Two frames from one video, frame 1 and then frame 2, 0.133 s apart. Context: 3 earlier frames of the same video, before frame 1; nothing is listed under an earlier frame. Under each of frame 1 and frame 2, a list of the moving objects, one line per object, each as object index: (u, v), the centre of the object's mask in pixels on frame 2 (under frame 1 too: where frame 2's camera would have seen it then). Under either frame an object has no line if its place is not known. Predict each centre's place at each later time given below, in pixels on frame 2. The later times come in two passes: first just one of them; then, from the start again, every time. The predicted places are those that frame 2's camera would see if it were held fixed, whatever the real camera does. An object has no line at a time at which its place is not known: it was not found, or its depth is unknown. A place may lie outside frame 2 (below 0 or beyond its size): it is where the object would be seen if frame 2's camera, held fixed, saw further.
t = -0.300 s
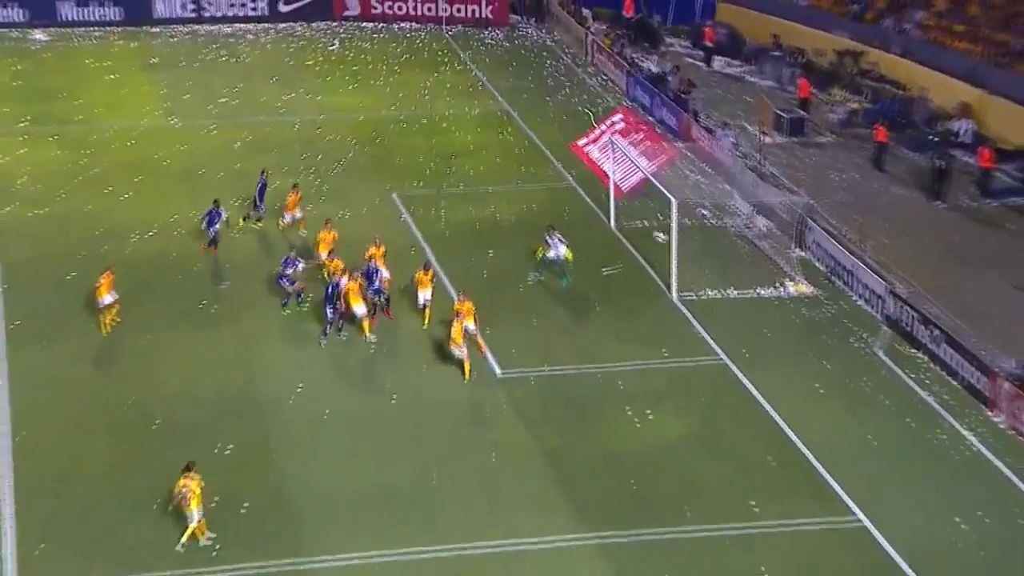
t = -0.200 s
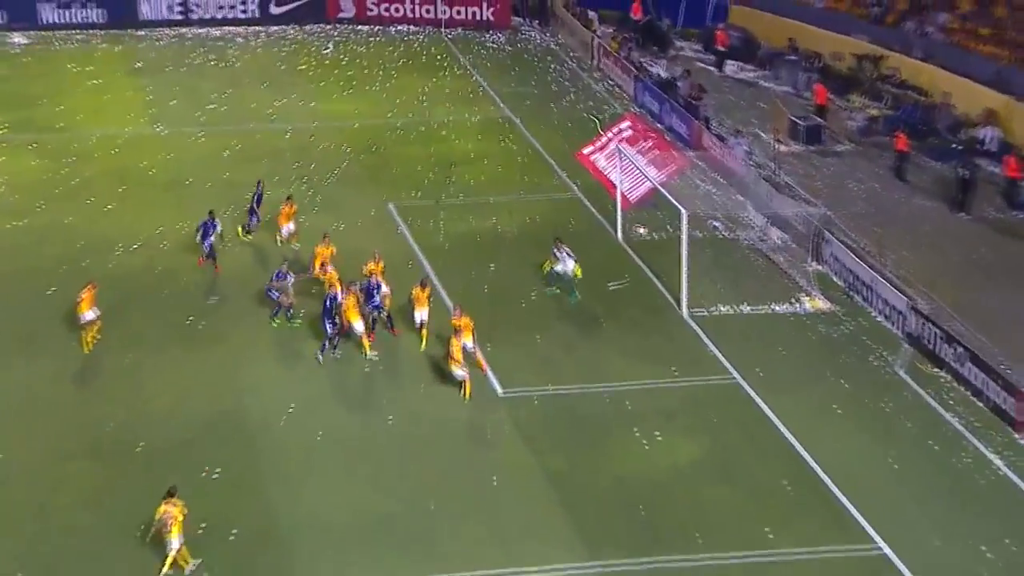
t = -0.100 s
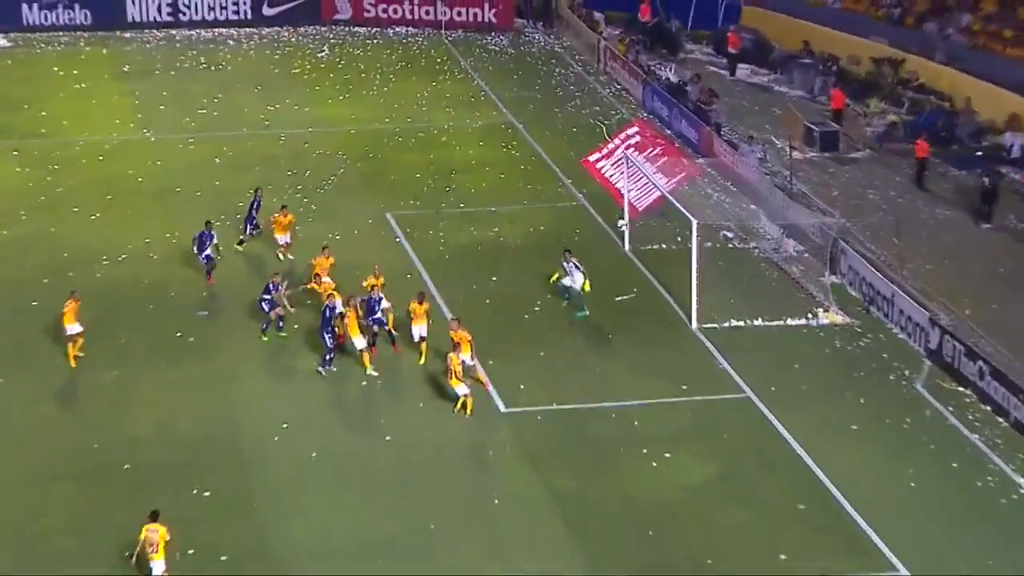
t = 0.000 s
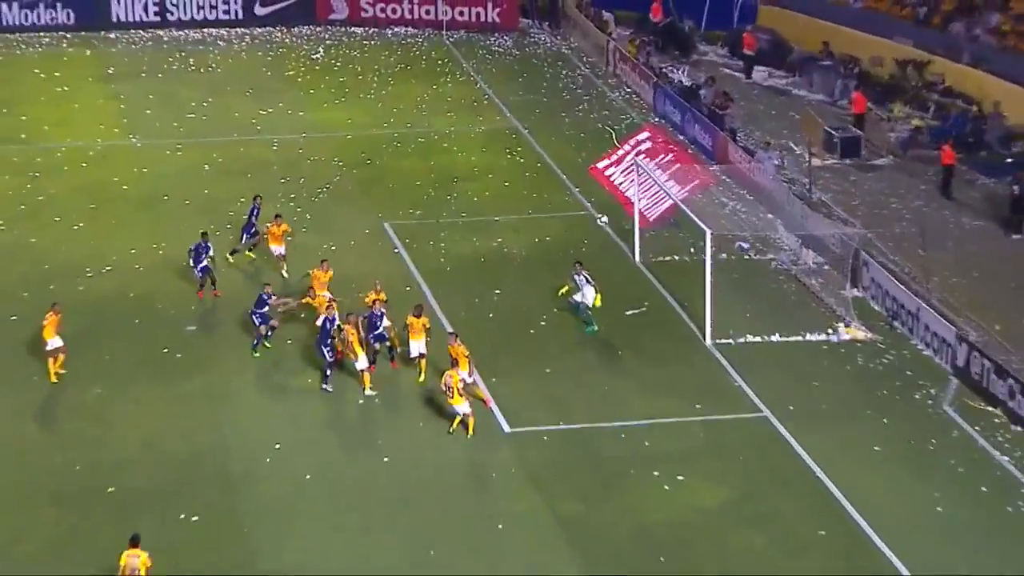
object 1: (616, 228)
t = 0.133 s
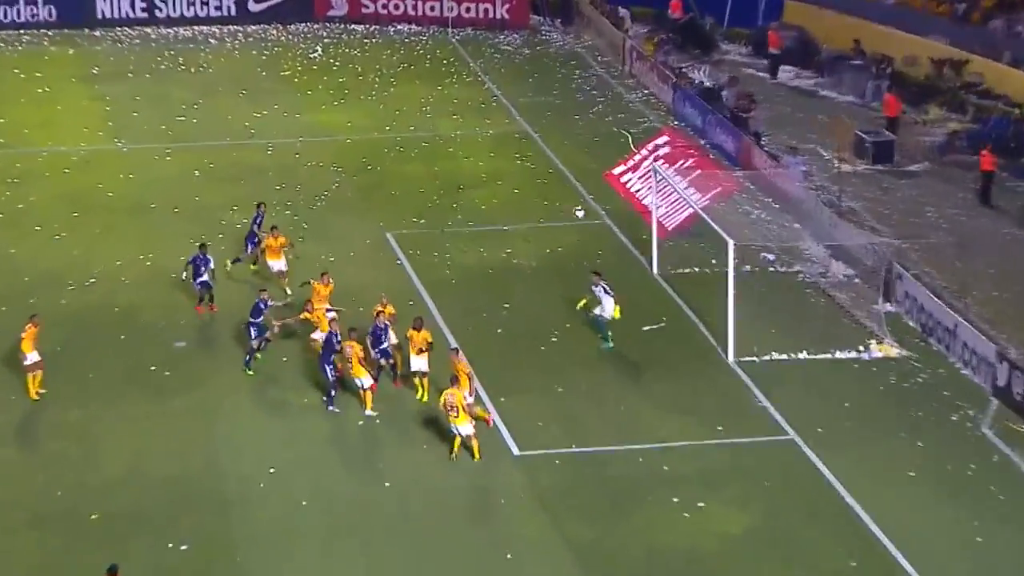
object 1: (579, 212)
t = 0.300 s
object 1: (539, 199)
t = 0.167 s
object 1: (571, 210)
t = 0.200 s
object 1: (560, 205)
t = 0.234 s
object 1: (553, 202)
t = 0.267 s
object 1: (545, 201)
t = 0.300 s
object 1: (539, 199)
